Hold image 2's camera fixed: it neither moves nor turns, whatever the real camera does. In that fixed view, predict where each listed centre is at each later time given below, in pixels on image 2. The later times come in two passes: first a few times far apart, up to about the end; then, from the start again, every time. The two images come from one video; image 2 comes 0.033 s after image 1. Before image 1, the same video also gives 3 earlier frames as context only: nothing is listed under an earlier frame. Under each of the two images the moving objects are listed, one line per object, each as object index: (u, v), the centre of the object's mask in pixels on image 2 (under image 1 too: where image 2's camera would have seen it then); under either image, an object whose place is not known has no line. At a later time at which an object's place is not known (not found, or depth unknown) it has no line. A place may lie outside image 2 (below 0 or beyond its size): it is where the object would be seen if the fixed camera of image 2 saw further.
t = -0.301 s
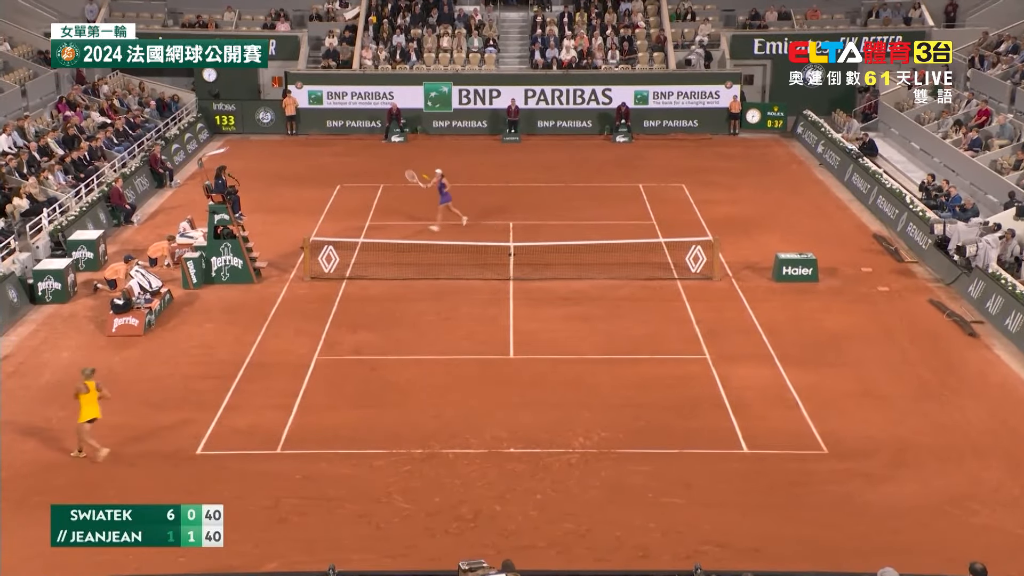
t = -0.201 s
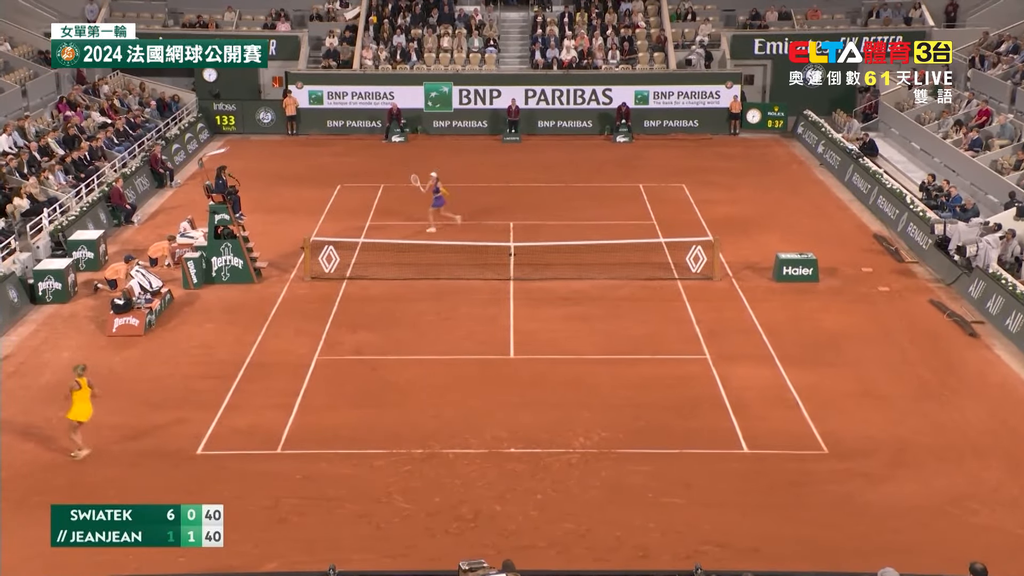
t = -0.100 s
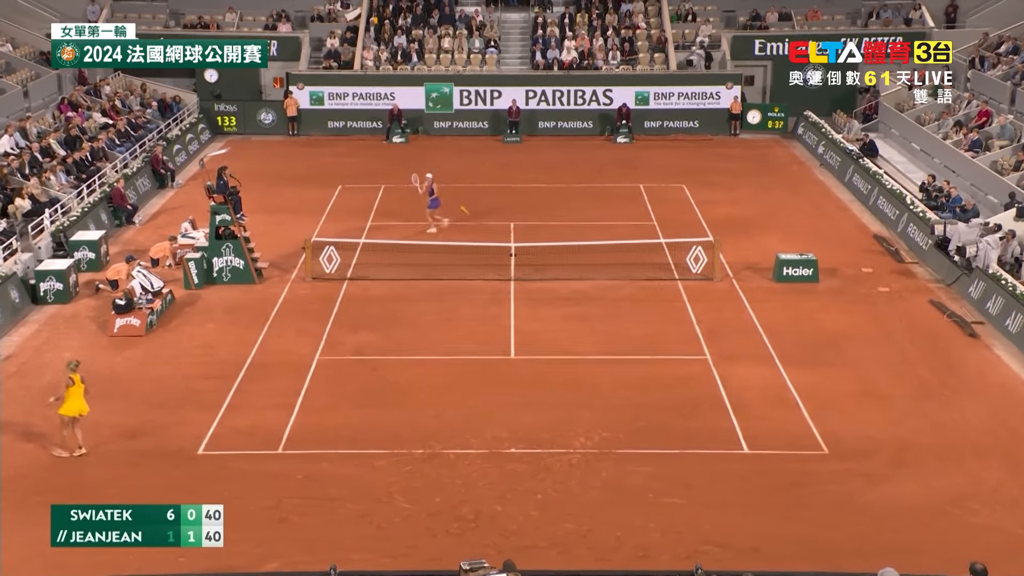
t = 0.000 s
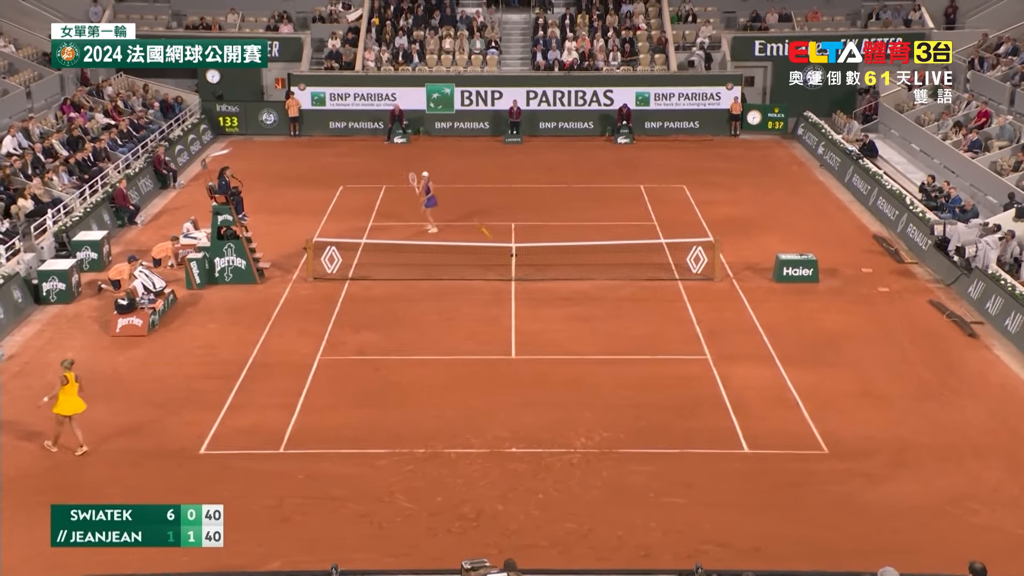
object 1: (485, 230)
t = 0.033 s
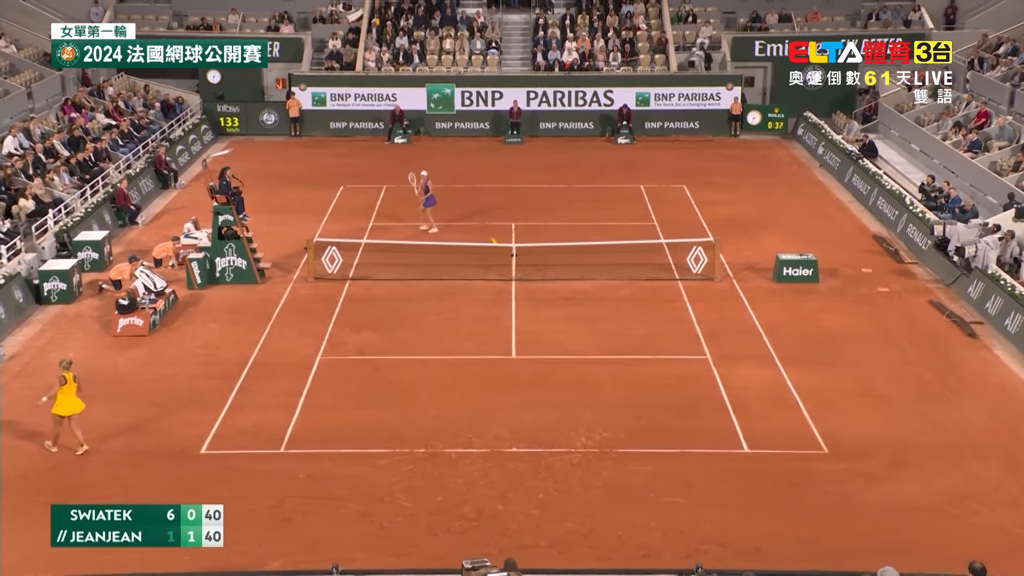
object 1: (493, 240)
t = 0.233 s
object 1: (540, 303)
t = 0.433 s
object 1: (593, 385)
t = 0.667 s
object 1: (628, 372)
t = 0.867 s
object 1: (660, 384)
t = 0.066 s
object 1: (501, 251)
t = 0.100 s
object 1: (507, 258)
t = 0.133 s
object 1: (517, 270)
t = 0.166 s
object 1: (523, 278)
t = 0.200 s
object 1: (532, 291)
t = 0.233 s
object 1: (540, 303)
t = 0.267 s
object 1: (549, 316)
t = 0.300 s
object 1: (556, 328)
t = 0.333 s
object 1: (564, 341)
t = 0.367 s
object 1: (576, 359)
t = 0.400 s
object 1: (584, 372)
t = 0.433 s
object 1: (593, 385)
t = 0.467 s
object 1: (598, 381)
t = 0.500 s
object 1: (603, 379)
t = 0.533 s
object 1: (608, 376)
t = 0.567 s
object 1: (614, 374)
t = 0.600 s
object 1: (618, 373)
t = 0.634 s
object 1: (622, 372)
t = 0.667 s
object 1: (628, 372)
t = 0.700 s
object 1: (633, 372)
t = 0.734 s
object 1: (638, 373)
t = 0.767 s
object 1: (644, 376)
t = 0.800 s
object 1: (648, 378)
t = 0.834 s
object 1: (654, 381)
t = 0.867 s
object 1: (660, 384)
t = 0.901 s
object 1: (665, 388)
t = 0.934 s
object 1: (670, 393)
